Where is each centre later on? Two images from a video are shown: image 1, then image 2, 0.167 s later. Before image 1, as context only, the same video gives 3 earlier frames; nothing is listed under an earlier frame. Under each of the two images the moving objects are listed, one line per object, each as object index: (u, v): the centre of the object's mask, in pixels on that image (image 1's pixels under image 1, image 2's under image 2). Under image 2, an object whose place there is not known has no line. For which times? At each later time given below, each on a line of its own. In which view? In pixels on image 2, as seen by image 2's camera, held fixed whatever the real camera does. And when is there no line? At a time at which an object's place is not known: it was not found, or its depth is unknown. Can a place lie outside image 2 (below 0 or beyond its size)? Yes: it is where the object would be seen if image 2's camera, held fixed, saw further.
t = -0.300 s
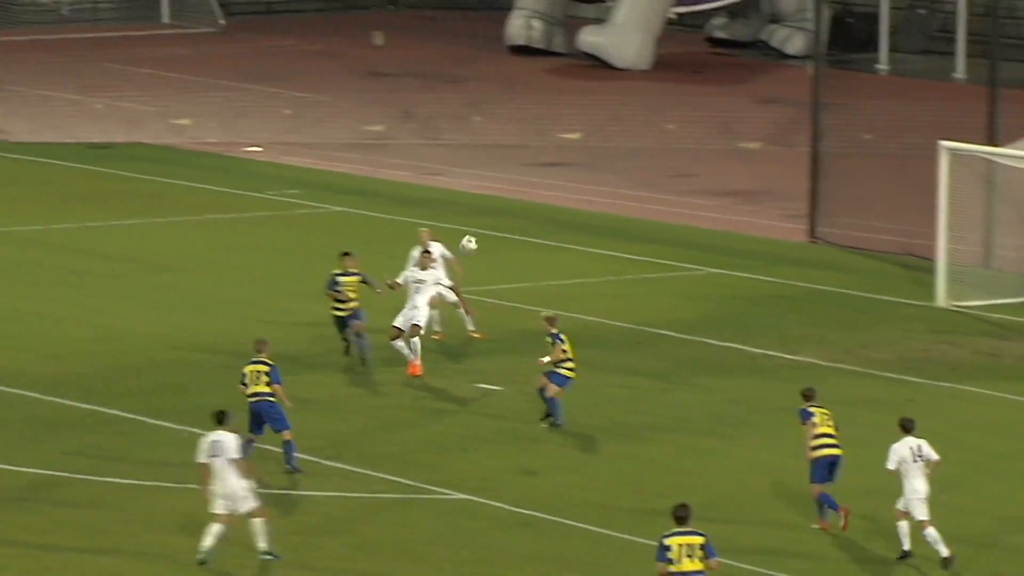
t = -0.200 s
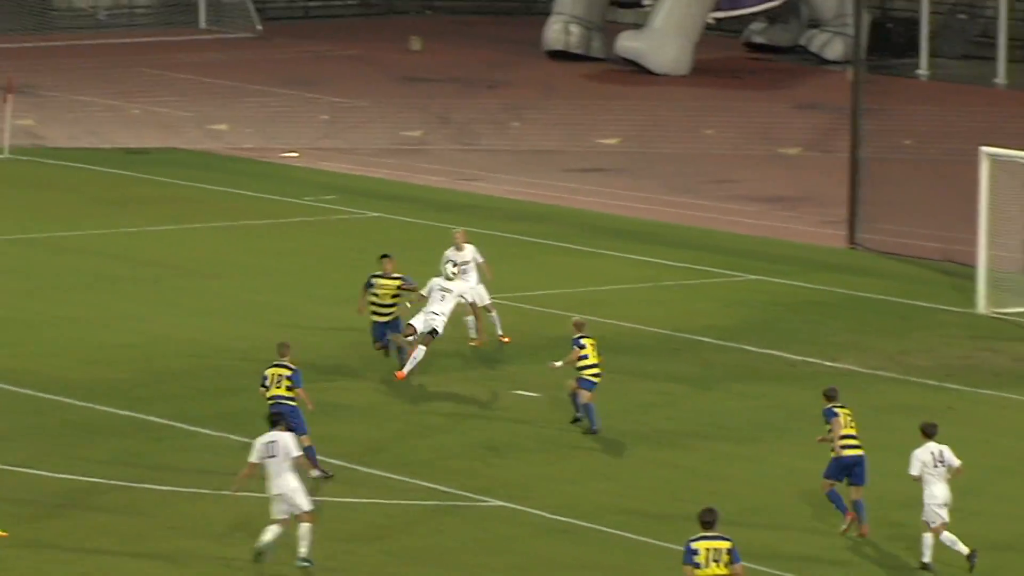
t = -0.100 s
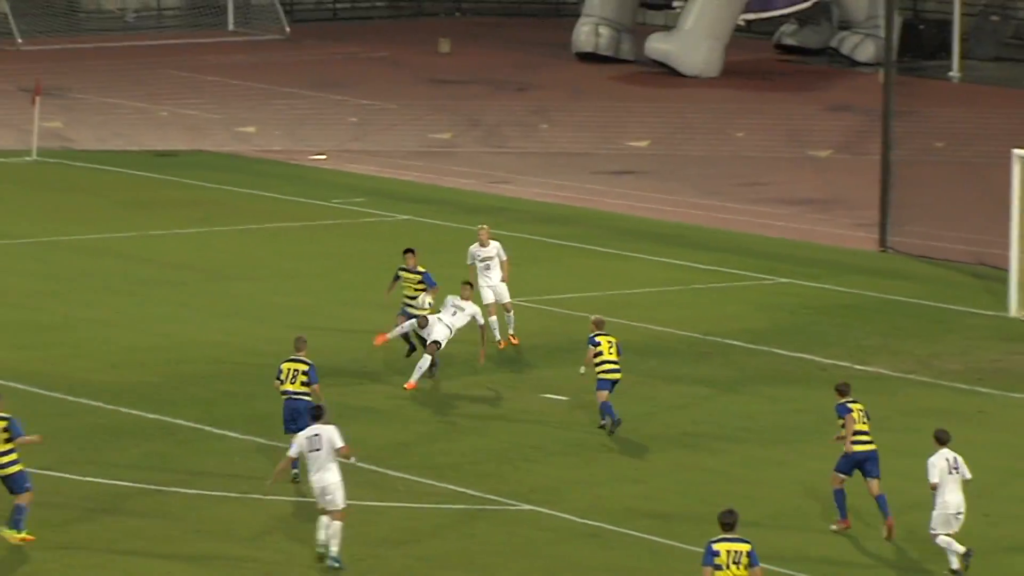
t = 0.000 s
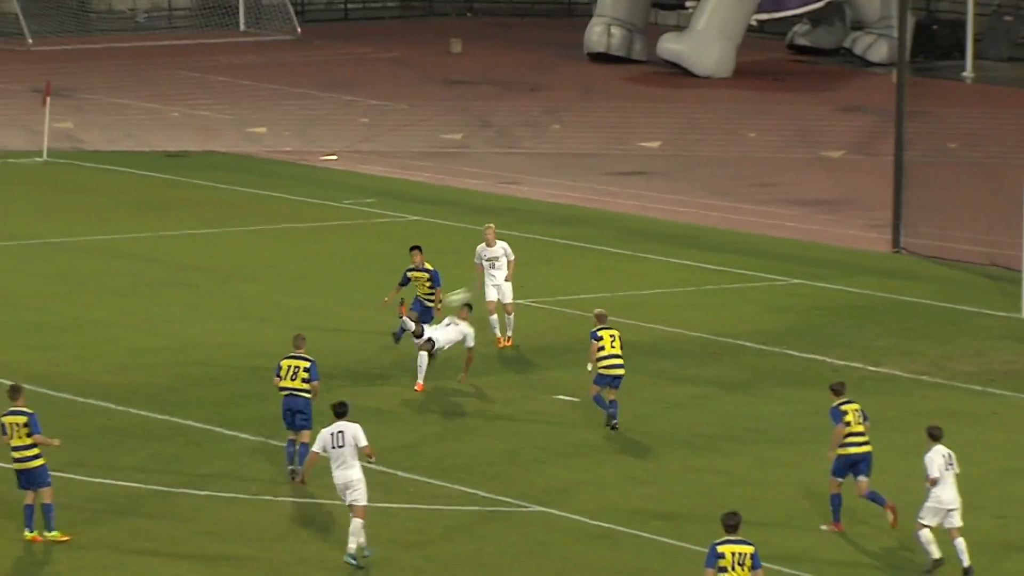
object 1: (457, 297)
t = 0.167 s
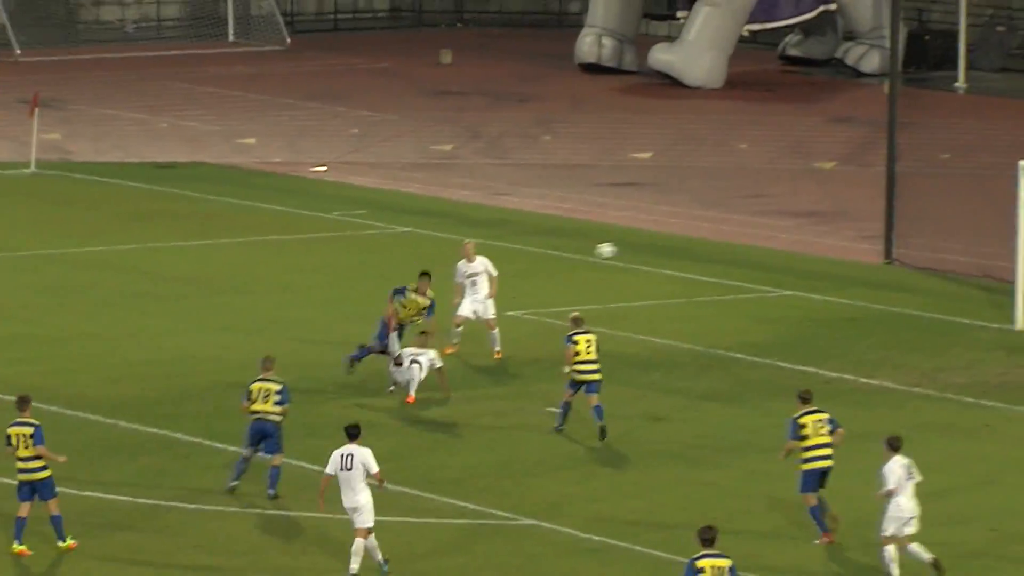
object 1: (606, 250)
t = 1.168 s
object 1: (1304, 340)
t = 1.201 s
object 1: (1322, 349)
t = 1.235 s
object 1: (1333, 348)
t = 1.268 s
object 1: (1343, 347)
